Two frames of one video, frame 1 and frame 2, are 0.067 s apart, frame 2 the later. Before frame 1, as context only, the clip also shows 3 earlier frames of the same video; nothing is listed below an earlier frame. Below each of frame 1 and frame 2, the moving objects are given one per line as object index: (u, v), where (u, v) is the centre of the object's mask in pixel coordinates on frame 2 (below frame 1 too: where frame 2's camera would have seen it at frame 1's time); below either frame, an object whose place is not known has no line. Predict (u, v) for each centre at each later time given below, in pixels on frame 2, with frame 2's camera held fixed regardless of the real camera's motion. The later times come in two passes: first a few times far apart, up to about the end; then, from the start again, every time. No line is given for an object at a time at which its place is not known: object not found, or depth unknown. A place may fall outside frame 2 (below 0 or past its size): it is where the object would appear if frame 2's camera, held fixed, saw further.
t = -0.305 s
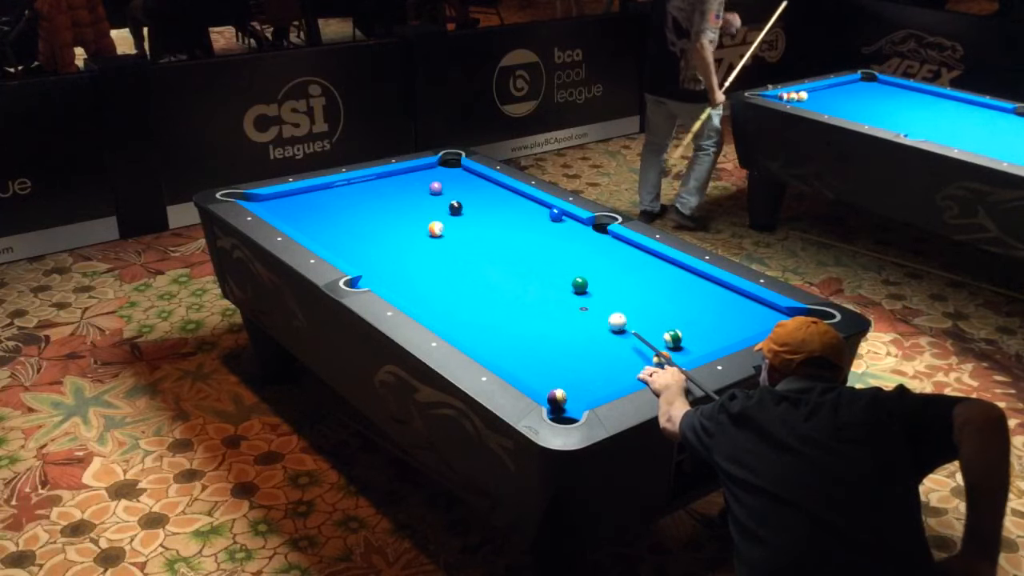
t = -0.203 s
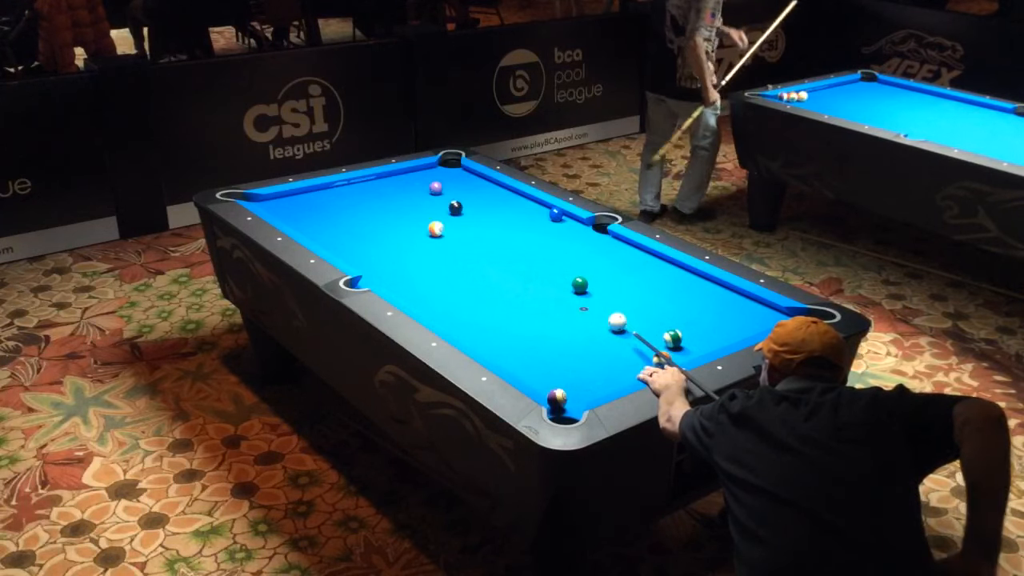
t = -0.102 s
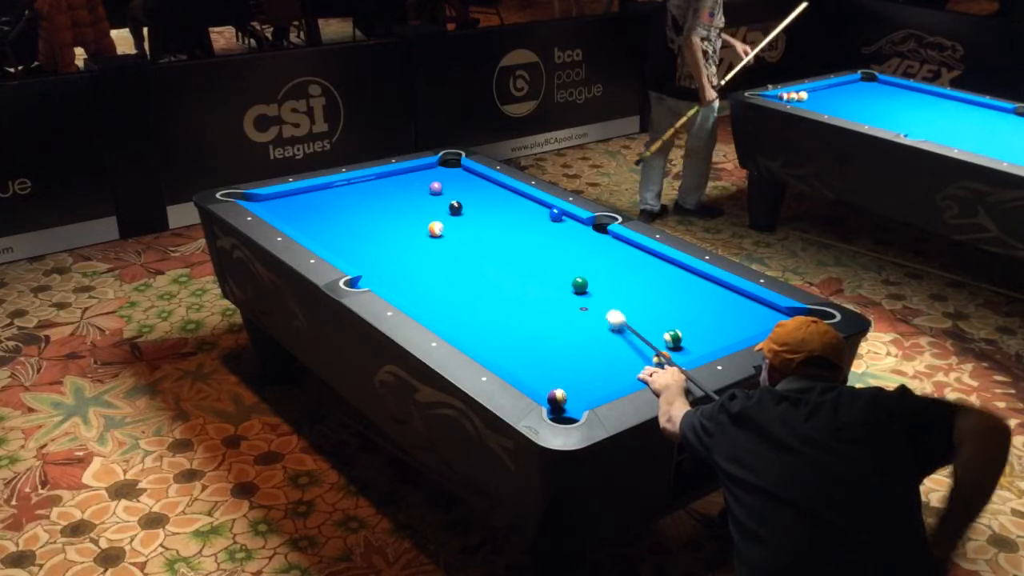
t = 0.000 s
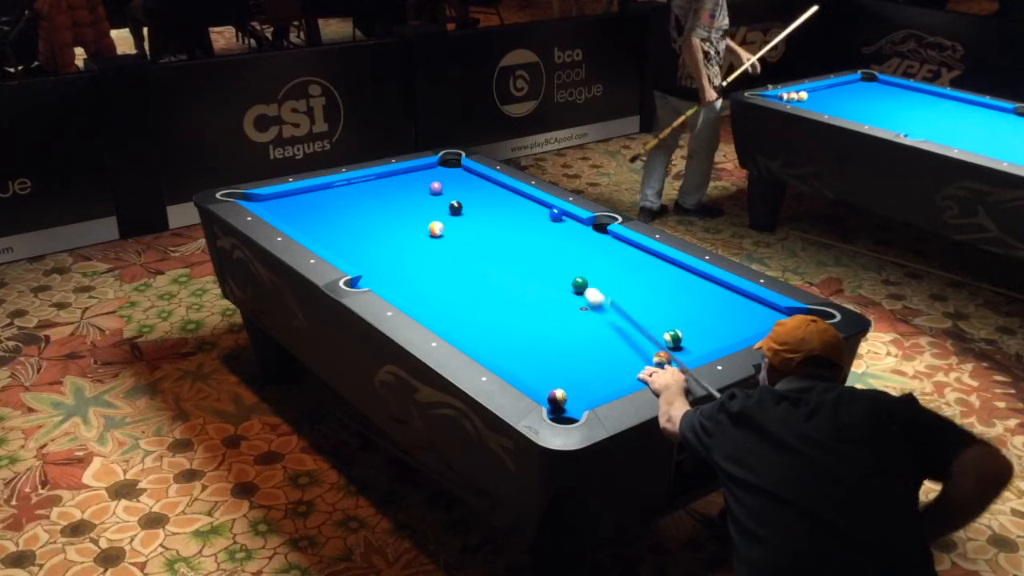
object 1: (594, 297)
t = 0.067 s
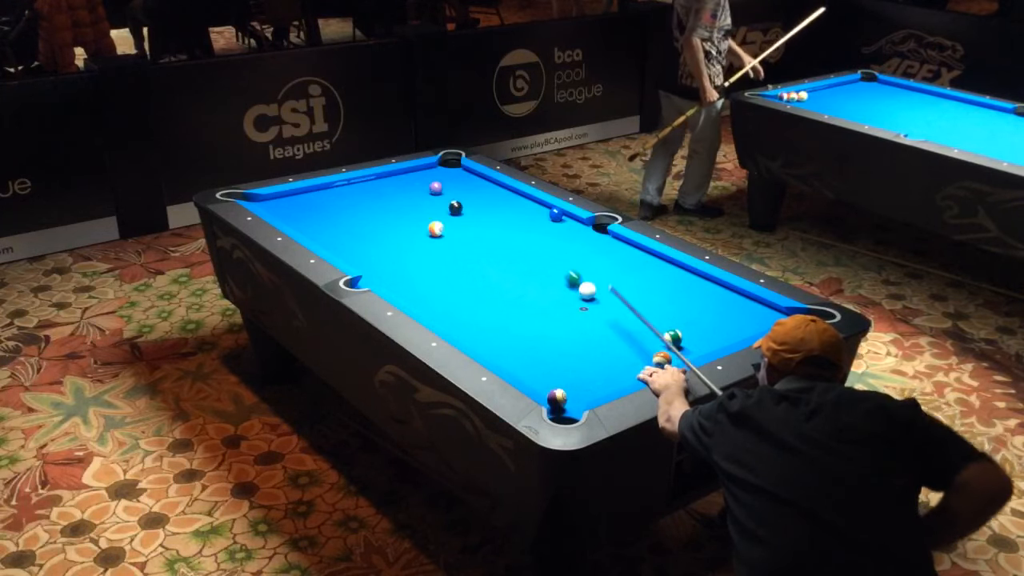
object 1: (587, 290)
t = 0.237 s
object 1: (584, 285)
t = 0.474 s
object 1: (575, 273)
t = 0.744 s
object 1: (564, 259)
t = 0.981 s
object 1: (557, 249)
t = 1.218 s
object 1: (550, 239)
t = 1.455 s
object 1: (544, 231)
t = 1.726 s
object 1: (537, 222)
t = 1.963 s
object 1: (532, 216)
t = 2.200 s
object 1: (527, 209)
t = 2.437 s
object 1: (522, 203)
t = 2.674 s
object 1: (518, 198)
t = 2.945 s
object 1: (514, 193)
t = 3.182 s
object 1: (506, 189)
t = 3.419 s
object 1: (498, 187)
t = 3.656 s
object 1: (491, 186)
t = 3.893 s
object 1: (485, 184)
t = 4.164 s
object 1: (479, 183)
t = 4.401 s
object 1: (474, 182)
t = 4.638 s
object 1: (470, 181)
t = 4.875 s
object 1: (467, 180)
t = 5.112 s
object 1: (465, 179)
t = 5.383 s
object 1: (462, 179)
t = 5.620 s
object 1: (461, 179)
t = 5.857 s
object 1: (461, 178)
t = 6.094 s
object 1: (461, 179)
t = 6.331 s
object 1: (461, 179)
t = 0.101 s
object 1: (587, 290)
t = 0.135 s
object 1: (587, 289)
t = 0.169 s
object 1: (586, 288)
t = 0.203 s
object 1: (585, 286)
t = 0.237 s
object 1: (584, 285)
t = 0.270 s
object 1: (583, 283)
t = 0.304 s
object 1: (581, 281)
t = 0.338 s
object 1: (580, 280)
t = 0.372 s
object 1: (578, 278)
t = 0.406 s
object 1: (577, 276)
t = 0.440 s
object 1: (576, 274)
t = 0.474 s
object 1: (575, 273)
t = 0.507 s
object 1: (574, 271)
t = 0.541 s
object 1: (572, 269)
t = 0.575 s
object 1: (571, 268)
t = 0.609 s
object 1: (570, 266)
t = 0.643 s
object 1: (569, 265)
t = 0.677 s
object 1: (568, 263)
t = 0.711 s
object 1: (566, 262)
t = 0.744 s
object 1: (564, 259)
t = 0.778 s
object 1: (563, 257)
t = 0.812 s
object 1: (562, 255)
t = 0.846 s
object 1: (561, 254)
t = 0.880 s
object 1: (560, 253)
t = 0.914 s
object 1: (559, 251)
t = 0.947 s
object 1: (558, 250)
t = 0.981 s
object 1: (557, 249)
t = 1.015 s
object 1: (556, 247)
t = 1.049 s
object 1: (555, 246)
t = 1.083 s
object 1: (554, 245)
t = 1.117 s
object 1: (553, 243)
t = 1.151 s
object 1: (552, 242)
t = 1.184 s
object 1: (551, 241)
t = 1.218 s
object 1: (550, 239)
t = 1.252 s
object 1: (549, 238)
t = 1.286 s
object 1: (548, 237)
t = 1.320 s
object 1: (547, 236)
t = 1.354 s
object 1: (546, 235)
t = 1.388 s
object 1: (545, 234)
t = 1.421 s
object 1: (544, 232)
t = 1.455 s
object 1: (544, 231)
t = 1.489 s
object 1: (543, 230)
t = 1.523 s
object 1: (542, 229)
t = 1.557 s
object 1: (541, 228)
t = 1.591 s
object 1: (540, 227)
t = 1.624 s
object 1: (539, 226)
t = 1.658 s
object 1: (538, 225)
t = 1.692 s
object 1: (538, 224)
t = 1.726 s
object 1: (537, 222)
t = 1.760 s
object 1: (536, 221)
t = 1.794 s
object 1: (535, 220)
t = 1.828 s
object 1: (535, 219)
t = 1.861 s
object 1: (534, 219)
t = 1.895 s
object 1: (533, 218)
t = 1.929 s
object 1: (532, 217)
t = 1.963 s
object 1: (532, 216)
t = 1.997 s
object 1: (531, 215)
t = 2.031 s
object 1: (530, 214)
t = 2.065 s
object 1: (530, 213)
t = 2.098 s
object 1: (529, 212)
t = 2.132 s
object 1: (528, 211)
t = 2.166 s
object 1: (527, 210)
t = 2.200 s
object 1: (527, 209)
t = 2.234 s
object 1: (526, 208)
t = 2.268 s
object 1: (525, 208)
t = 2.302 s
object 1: (525, 207)
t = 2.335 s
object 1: (524, 206)
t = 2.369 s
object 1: (523, 205)
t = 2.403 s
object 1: (523, 204)
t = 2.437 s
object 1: (522, 203)
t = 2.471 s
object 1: (522, 203)
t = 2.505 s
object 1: (521, 202)
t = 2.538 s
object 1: (520, 201)
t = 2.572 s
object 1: (520, 200)
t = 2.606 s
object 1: (519, 200)
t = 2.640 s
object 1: (519, 199)
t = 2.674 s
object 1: (518, 198)
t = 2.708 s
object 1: (517, 198)
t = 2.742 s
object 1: (517, 197)
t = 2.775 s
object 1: (516, 196)
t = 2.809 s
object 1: (516, 196)
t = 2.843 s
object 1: (515, 195)
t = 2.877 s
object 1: (515, 194)
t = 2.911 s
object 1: (514, 193)
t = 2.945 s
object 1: (514, 193)
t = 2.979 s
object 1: (513, 192)
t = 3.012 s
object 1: (513, 192)
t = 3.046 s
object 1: (511, 191)
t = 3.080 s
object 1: (509, 190)
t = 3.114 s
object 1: (508, 190)
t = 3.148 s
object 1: (507, 190)
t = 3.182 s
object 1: (506, 189)
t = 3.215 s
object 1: (505, 189)
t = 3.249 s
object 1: (503, 189)
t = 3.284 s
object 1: (502, 189)
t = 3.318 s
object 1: (501, 188)
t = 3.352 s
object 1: (500, 188)
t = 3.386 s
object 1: (499, 188)
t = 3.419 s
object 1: (498, 187)
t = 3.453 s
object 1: (497, 187)
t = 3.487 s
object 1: (496, 187)
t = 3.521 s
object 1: (495, 187)
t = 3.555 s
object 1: (494, 187)
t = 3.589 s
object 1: (493, 186)
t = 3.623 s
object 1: (492, 186)
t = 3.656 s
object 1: (491, 186)
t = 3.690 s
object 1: (490, 186)
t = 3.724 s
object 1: (489, 185)
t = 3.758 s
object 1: (488, 185)
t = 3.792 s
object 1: (487, 185)
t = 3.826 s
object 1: (487, 185)
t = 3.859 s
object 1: (486, 185)
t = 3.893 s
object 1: (485, 184)
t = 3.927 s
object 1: (484, 184)
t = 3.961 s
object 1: (483, 184)
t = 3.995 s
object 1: (482, 184)
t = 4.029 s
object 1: (482, 183)
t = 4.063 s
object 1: (481, 183)
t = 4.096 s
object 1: (480, 183)
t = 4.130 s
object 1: (479, 183)
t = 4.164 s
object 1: (479, 183)
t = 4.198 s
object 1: (478, 183)
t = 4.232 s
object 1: (477, 182)
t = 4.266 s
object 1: (477, 182)
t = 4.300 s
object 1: (476, 182)
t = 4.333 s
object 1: (475, 182)
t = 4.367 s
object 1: (475, 182)
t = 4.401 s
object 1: (474, 182)
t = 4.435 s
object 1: (474, 181)
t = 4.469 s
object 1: (473, 181)
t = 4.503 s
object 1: (472, 181)
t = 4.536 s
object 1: (472, 181)
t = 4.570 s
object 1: (471, 181)
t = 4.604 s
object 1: (471, 181)
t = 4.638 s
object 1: (470, 181)
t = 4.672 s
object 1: (470, 181)
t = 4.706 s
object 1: (469, 180)
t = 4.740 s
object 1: (469, 180)
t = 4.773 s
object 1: (468, 180)
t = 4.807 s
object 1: (468, 180)
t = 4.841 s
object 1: (467, 180)
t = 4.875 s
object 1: (467, 180)
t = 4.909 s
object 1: (467, 180)
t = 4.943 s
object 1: (466, 180)
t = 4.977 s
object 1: (466, 180)
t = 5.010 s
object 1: (466, 180)
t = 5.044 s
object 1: (465, 179)
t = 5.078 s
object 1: (465, 179)
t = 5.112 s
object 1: (465, 179)
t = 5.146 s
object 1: (464, 179)
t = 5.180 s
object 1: (464, 179)
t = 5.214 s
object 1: (464, 179)
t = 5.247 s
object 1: (464, 179)
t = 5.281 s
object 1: (463, 179)
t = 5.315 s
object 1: (463, 179)
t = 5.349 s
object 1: (462, 179)
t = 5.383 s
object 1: (462, 179)
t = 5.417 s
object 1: (462, 178)
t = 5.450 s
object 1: (462, 178)
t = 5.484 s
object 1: (462, 178)
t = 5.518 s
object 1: (462, 178)
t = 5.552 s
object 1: (462, 178)
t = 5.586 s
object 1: (461, 178)
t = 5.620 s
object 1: (461, 179)
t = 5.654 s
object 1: (461, 178)
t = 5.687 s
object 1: (461, 178)
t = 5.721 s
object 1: (461, 178)
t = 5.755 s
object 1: (461, 179)
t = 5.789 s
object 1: (461, 179)
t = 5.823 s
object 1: (461, 179)
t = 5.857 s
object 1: (461, 178)
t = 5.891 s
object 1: (461, 179)
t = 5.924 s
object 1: (461, 179)
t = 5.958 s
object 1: (461, 179)
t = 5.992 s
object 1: (461, 179)
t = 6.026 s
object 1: (461, 179)
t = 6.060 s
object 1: (461, 179)
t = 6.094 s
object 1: (461, 179)
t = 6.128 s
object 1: (461, 179)
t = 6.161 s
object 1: (461, 179)
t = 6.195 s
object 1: (461, 179)
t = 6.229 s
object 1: (461, 179)
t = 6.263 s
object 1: (461, 179)
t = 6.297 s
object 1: (461, 179)
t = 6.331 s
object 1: (461, 179)
